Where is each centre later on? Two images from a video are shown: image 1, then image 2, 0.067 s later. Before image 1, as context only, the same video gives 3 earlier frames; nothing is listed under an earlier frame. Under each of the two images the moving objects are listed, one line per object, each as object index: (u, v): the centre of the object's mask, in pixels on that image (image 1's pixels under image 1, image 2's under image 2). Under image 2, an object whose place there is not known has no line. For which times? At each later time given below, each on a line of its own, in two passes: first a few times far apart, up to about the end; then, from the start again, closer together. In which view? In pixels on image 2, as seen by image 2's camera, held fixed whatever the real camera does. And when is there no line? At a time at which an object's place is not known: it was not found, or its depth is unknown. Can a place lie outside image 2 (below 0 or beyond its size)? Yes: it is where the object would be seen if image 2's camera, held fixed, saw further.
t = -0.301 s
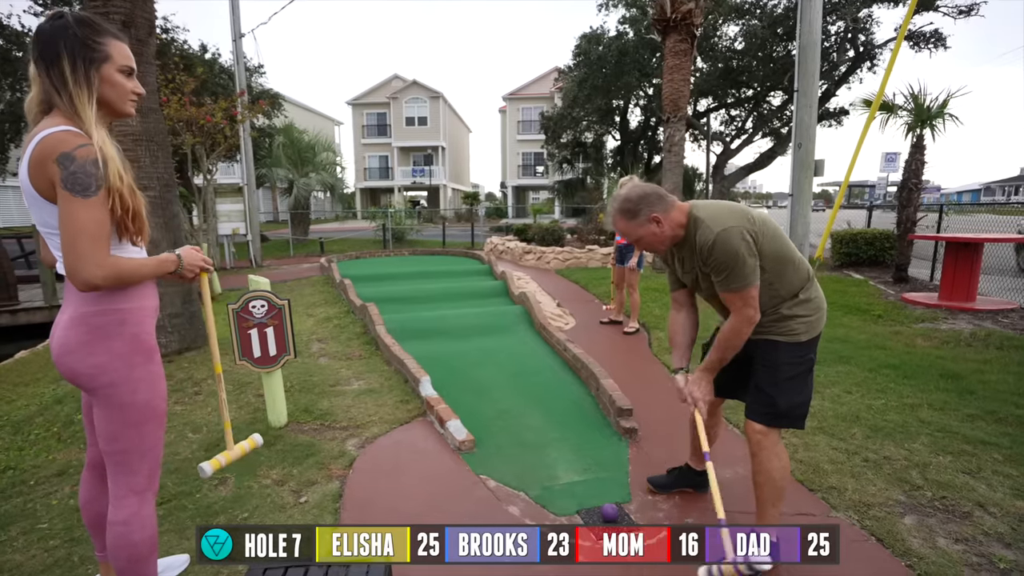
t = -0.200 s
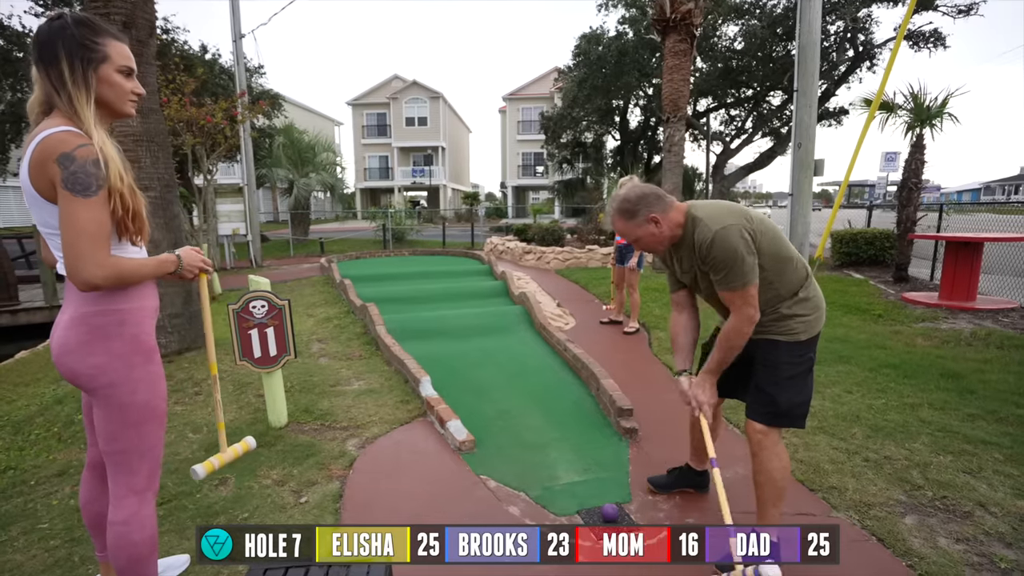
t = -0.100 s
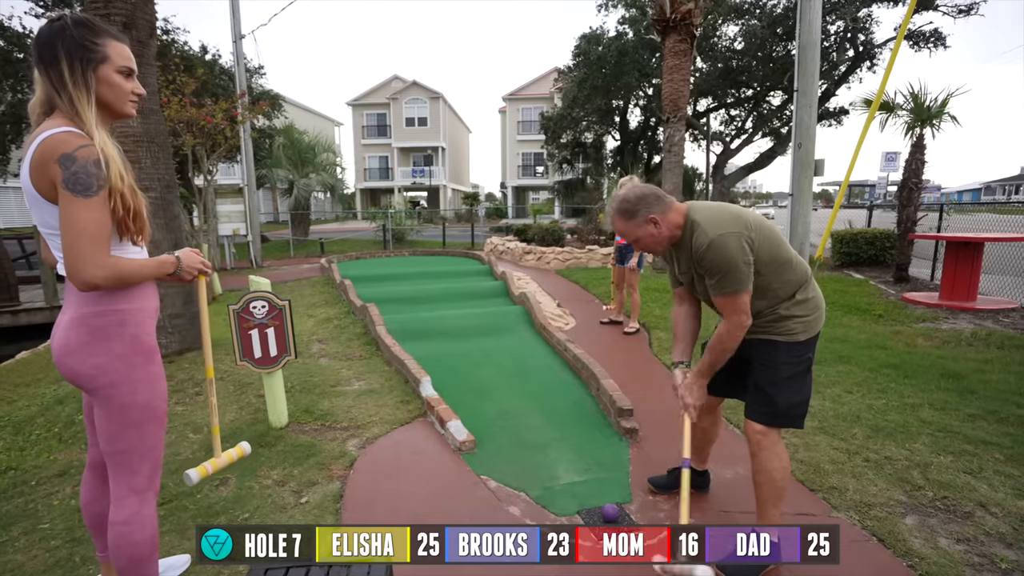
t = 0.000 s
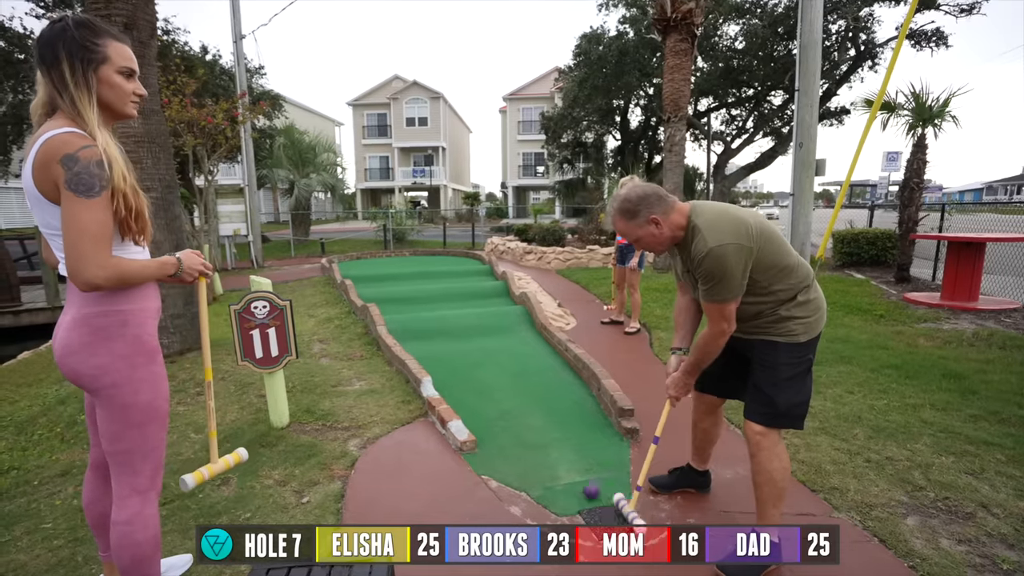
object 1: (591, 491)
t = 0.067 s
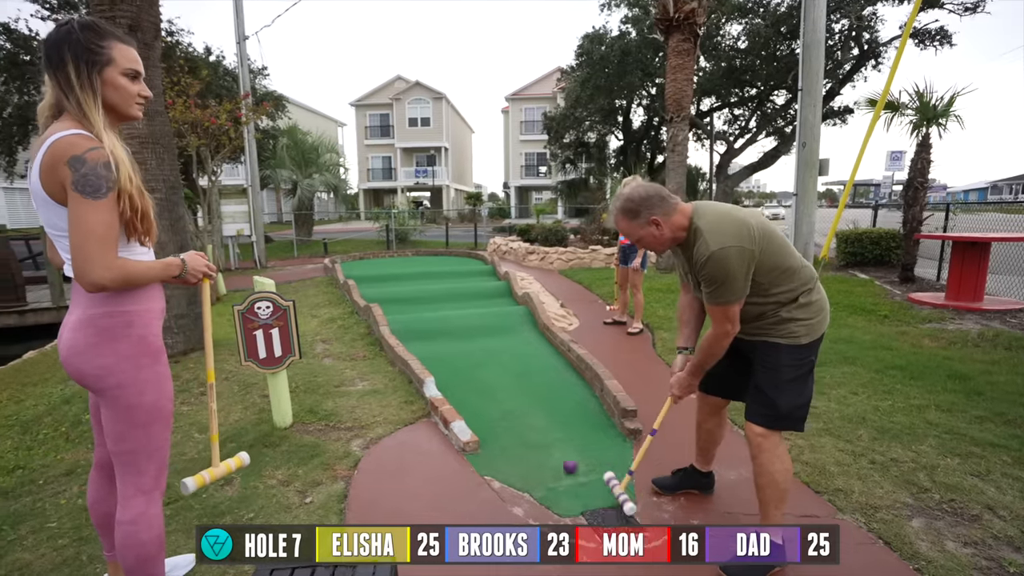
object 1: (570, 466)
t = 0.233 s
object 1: (531, 423)
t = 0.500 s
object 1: (493, 380)
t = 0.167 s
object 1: (544, 438)
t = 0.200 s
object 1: (537, 430)
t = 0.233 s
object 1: (531, 423)
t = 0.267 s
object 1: (525, 417)
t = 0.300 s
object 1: (520, 410)
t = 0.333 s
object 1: (515, 404)
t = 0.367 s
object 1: (509, 399)
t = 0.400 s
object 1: (505, 394)
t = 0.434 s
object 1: (501, 389)
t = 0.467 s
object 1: (496, 385)
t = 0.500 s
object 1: (493, 380)
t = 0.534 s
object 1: (489, 375)
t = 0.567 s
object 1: (485, 371)
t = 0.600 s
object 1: (482, 367)
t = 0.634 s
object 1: (479, 364)
